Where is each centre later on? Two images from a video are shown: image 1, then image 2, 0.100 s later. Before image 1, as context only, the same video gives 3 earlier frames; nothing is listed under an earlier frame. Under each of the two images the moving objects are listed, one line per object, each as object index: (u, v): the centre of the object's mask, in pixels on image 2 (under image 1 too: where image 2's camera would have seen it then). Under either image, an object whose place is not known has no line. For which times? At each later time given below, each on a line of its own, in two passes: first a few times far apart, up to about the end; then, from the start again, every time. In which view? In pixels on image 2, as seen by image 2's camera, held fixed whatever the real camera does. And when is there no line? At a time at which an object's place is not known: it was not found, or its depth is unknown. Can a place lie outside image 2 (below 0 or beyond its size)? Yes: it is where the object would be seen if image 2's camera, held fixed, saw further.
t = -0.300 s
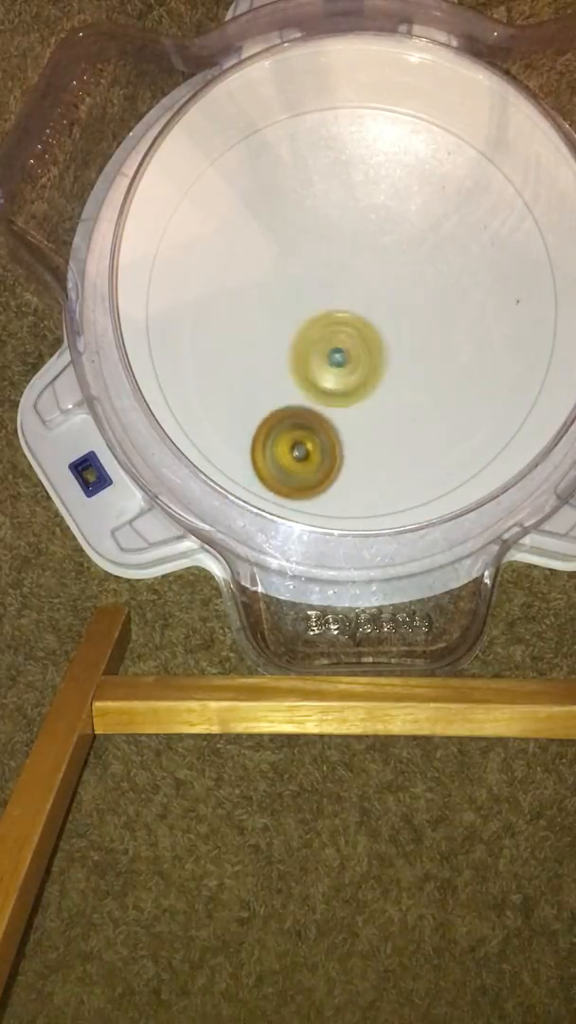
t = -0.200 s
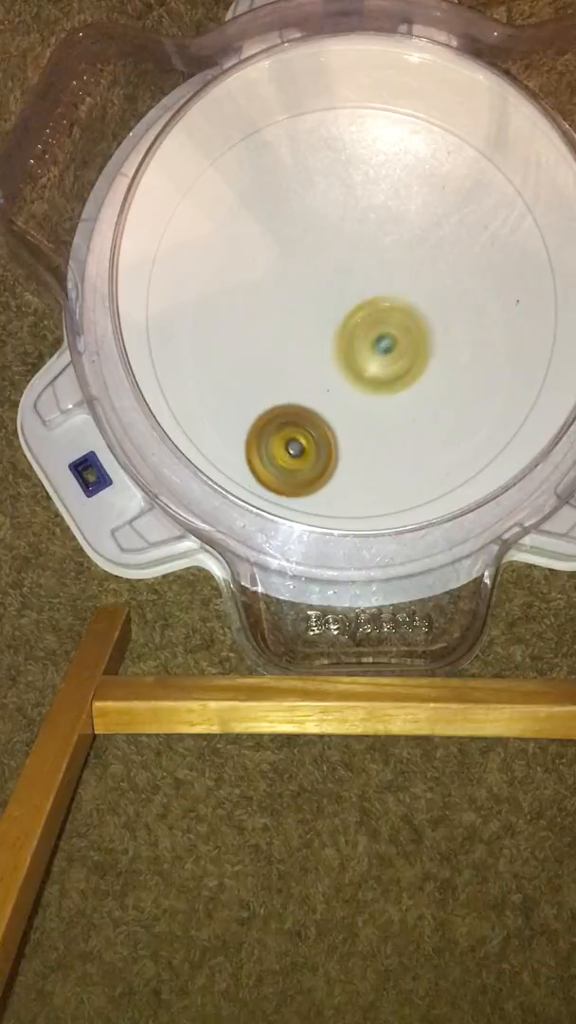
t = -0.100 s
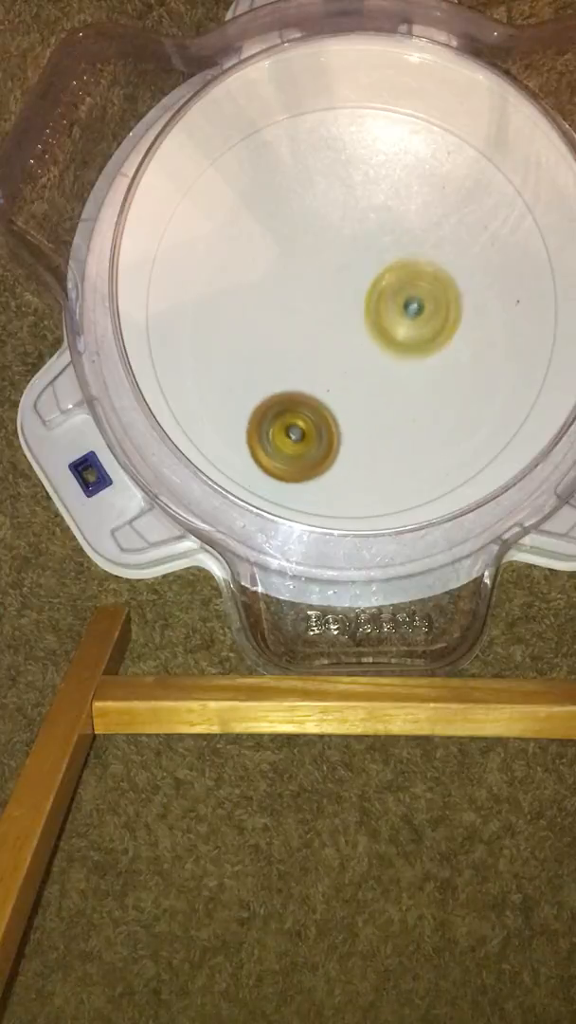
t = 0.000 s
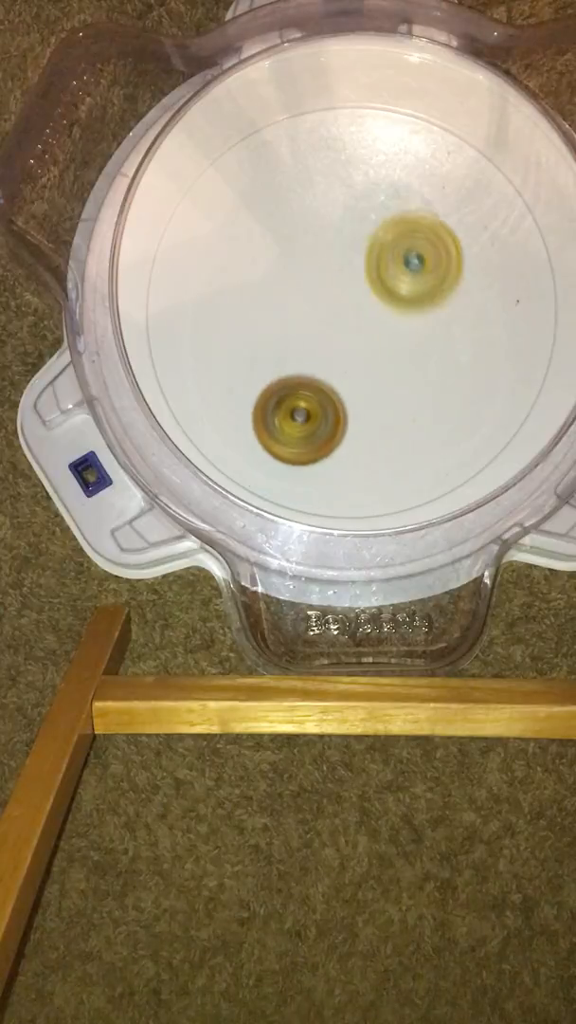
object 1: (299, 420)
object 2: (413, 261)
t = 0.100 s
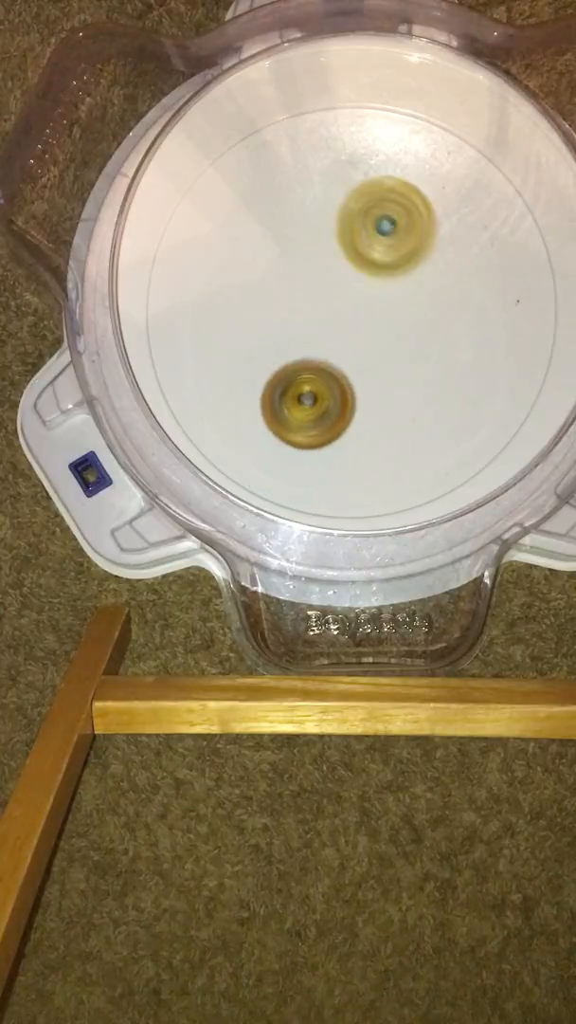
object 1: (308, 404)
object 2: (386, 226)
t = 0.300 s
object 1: (336, 357)
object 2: (306, 250)
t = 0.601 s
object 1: (435, 306)
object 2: (238, 319)
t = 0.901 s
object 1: (451, 284)
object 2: (362, 334)
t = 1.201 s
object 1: (452, 280)
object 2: (273, 290)
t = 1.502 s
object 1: (380, 301)
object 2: (269, 345)
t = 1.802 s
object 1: (369, 294)
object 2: (272, 384)
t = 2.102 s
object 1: (378, 283)
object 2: (311, 353)
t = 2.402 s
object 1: (391, 272)
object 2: (298, 323)
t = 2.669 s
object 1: (390, 273)
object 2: (298, 302)
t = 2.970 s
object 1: (395, 278)
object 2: (303, 302)
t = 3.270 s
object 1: (413, 281)
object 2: (309, 313)
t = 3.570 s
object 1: (421, 285)
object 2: (324, 325)
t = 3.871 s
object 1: (417, 288)
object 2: (325, 323)
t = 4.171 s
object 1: (410, 293)
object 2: (319, 332)
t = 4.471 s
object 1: (408, 301)
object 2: (313, 327)
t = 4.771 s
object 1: (405, 309)
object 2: (307, 319)
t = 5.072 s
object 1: (403, 311)
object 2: (295, 311)
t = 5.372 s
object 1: (405, 313)
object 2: (287, 311)
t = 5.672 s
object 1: (405, 314)
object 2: (307, 302)
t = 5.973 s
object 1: (404, 318)
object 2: (299, 285)
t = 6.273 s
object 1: (401, 322)
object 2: (310, 284)
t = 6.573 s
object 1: (412, 329)
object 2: (300, 268)
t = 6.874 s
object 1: (410, 331)
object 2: (295, 286)
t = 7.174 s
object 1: (406, 335)
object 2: (325, 295)
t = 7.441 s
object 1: (412, 339)
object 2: (332, 283)
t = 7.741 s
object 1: (407, 343)
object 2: (323, 271)
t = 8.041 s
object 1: (402, 353)
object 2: (325, 281)
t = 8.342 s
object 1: (418, 381)
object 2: (302, 275)
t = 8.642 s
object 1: (397, 373)
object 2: (311, 291)
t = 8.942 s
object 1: (374, 359)
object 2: (344, 273)
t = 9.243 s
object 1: (333, 351)
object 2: (371, 264)
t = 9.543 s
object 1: (307, 340)
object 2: (385, 293)
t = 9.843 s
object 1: (297, 333)
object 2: (397, 321)
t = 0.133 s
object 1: (311, 398)
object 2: (372, 222)
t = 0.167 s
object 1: (314, 392)
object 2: (357, 220)
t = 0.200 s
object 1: (318, 385)
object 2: (342, 223)
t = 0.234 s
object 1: (323, 378)
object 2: (327, 229)
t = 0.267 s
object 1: (329, 368)
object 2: (315, 237)
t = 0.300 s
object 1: (336, 357)
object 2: (306, 250)
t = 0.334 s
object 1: (346, 347)
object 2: (298, 261)
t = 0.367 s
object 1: (362, 345)
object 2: (280, 256)
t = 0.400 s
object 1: (379, 342)
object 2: (267, 254)
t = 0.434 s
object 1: (393, 337)
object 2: (256, 259)
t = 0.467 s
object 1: (404, 331)
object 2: (245, 269)
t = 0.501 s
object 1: (413, 325)
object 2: (239, 280)
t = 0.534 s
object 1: (422, 318)
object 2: (235, 292)
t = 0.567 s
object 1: (429, 312)
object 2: (235, 306)
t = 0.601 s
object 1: (435, 306)
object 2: (238, 319)
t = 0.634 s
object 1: (439, 301)
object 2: (246, 333)
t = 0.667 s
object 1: (443, 296)
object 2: (256, 343)
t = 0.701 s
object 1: (445, 293)
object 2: (270, 351)
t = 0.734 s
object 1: (446, 291)
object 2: (287, 356)
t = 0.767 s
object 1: (446, 290)
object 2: (304, 358)
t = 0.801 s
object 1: (447, 289)
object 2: (321, 356)
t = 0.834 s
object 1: (447, 287)
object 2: (340, 351)
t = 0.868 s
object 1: (446, 286)
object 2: (356, 344)
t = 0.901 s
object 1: (451, 284)
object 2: (362, 334)
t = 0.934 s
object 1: (455, 281)
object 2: (362, 326)
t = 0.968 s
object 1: (455, 279)
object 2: (362, 317)
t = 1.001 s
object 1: (458, 278)
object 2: (351, 306)
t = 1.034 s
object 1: (465, 277)
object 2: (335, 298)
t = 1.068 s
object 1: (465, 277)
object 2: (321, 292)
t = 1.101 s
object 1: (463, 277)
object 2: (309, 289)
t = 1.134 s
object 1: (460, 278)
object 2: (296, 287)
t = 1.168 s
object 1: (456, 279)
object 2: (284, 287)
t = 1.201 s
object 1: (452, 280)
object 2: (273, 290)
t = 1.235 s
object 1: (448, 281)
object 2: (264, 294)
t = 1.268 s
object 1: (444, 283)
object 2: (256, 299)
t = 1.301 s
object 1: (439, 284)
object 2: (250, 305)
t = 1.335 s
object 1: (433, 286)
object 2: (247, 312)
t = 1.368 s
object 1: (427, 289)
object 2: (246, 320)
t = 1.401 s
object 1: (418, 292)
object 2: (248, 327)
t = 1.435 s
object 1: (407, 295)
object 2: (253, 335)
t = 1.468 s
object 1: (395, 298)
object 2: (260, 341)
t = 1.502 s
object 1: (380, 301)
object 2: (269, 345)
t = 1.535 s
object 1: (367, 303)
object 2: (277, 347)
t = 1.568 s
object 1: (373, 298)
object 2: (257, 356)
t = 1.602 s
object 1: (377, 293)
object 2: (247, 362)
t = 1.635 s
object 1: (378, 291)
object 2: (243, 368)
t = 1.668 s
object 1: (376, 291)
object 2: (245, 373)
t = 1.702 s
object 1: (375, 291)
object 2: (249, 378)
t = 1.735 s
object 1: (373, 292)
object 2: (255, 382)
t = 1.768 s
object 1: (371, 293)
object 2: (263, 384)
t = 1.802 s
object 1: (369, 294)
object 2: (272, 384)
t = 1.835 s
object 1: (367, 295)
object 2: (283, 381)
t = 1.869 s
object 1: (366, 297)
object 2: (294, 376)
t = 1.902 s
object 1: (366, 296)
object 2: (302, 371)
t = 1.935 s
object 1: (372, 290)
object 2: (301, 371)
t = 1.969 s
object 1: (374, 288)
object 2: (304, 369)
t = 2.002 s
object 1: (373, 288)
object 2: (308, 363)
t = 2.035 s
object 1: (375, 287)
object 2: (310, 360)
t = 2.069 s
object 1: (376, 284)
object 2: (311, 357)
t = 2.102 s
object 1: (378, 283)
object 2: (311, 353)
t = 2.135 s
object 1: (381, 280)
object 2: (308, 351)
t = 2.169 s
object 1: (383, 279)
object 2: (307, 348)
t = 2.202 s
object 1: (385, 278)
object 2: (306, 344)
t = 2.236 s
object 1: (386, 277)
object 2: (306, 341)
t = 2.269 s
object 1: (387, 276)
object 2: (306, 337)
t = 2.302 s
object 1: (388, 276)
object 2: (306, 332)
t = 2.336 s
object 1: (390, 274)
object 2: (304, 328)
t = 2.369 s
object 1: (390, 273)
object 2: (301, 326)
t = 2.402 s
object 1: (391, 272)
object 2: (298, 323)
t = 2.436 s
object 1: (391, 272)
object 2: (296, 320)
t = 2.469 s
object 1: (391, 272)
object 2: (294, 317)
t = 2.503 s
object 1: (391, 273)
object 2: (293, 315)
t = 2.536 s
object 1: (391, 273)
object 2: (293, 312)
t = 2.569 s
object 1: (391, 273)
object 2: (294, 309)
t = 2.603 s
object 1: (390, 273)
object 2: (295, 307)
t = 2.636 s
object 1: (390, 273)
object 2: (297, 304)
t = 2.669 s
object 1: (390, 273)
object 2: (298, 302)
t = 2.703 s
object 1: (393, 271)
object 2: (296, 300)
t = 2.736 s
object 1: (394, 269)
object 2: (293, 299)
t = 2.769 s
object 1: (394, 271)
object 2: (291, 299)
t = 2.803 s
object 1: (394, 272)
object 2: (290, 300)
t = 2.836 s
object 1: (394, 273)
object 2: (290, 301)
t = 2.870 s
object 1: (394, 274)
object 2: (292, 302)
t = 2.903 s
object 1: (394, 275)
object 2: (296, 302)
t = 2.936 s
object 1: (395, 277)
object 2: (300, 302)
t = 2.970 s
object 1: (395, 278)
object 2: (303, 302)
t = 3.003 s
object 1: (398, 277)
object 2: (304, 302)
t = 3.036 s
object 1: (399, 277)
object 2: (305, 303)
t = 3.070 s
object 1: (401, 277)
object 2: (305, 304)
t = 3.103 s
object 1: (402, 279)
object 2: (306, 305)
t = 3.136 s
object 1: (404, 280)
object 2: (309, 306)
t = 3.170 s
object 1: (406, 281)
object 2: (312, 306)
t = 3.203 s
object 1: (409, 281)
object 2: (311, 308)
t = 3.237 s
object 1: (412, 280)
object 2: (309, 310)
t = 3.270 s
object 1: (413, 281)
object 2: (309, 313)
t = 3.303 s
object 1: (415, 282)
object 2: (310, 316)
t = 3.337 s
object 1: (416, 282)
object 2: (312, 318)
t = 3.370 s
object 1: (416, 283)
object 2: (316, 319)
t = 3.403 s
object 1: (416, 284)
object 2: (319, 320)
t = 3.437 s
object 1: (417, 284)
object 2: (323, 321)
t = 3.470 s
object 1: (420, 283)
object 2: (323, 322)
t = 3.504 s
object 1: (421, 282)
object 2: (323, 324)
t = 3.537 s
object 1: (421, 284)
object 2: (323, 325)
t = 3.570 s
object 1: (421, 285)
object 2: (324, 325)
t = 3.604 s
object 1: (421, 286)
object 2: (325, 325)
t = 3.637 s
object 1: (420, 286)
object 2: (327, 326)
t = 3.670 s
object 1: (420, 286)
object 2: (329, 325)
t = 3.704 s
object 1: (420, 285)
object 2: (329, 325)
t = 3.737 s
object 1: (420, 285)
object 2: (327, 325)
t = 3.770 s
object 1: (418, 287)
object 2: (326, 325)
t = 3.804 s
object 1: (418, 287)
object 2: (325, 324)
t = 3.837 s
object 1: (417, 288)
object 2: (325, 323)
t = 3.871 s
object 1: (417, 288)
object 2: (325, 323)
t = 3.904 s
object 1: (416, 288)
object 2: (323, 323)
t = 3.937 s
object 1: (415, 288)
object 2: (321, 324)
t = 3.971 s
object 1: (414, 287)
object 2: (319, 326)
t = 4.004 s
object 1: (413, 289)
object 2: (318, 328)
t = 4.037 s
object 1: (413, 290)
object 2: (318, 329)
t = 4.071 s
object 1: (413, 291)
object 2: (318, 329)
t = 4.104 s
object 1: (411, 293)
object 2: (318, 330)
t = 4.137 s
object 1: (410, 294)
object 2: (319, 331)
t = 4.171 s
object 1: (410, 293)
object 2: (319, 332)
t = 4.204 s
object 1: (410, 294)
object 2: (318, 332)
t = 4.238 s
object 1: (410, 294)
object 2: (315, 332)
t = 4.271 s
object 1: (408, 295)
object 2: (313, 332)
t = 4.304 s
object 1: (408, 297)
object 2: (312, 333)
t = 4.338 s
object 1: (409, 298)
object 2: (312, 332)
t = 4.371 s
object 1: (408, 299)
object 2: (312, 331)
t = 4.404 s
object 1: (407, 301)
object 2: (313, 330)
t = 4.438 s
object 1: (407, 302)
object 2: (314, 329)
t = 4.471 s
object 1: (408, 301)
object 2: (313, 327)
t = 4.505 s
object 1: (406, 302)
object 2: (313, 325)
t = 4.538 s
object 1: (407, 303)
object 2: (310, 324)
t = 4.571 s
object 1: (407, 302)
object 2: (306, 323)
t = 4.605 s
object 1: (406, 303)
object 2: (305, 323)
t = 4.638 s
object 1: (406, 305)
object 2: (304, 322)
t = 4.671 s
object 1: (406, 306)
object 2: (303, 321)
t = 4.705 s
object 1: (406, 307)
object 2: (303, 321)
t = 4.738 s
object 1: (405, 307)
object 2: (304, 320)
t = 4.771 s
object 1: (405, 309)
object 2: (307, 319)
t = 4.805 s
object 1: (405, 310)
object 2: (308, 316)
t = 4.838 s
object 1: (405, 309)
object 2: (307, 315)
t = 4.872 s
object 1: (404, 308)
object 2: (307, 314)
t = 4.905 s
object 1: (407, 308)
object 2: (302, 312)
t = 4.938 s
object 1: (405, 308)
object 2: (299, 311)
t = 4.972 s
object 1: (404, 309)
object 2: (295, 311)
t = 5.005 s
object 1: (405, 310)
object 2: (294, 311)
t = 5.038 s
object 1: (405, 310)
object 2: (295, 312)
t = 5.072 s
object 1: (403, 311)
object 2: (295, 311)
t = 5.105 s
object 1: (402, 312)
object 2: (296, 312)
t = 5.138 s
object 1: (402, 312)
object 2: (299, 312)
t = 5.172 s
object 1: (401, 313)
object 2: (304, 312)
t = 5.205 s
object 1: (404, 313)
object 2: (300, 310)
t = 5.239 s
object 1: (409, 312)
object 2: (294, 308)
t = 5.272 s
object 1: (409, 310)
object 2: (290, 310)
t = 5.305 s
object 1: (406, 311)
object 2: (289, 310)
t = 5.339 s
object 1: (405, 312)
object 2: (288, 310)
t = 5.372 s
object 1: (405, 313)
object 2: (287, 311)
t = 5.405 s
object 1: (405, 314)
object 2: (289, 313)
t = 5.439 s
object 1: (404, 314)
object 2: (293, 313)
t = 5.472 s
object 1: (403, 315)
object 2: (296, 312)
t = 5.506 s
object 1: (402, 316)
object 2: (300, 312)
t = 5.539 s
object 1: (401, 317)
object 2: (306, 312)
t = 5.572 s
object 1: (403, 316)
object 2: (307, 310)
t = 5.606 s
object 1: (405, 314)
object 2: (307, 307)
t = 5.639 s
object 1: (404, 314)
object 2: (308, 305)
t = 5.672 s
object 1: (405, 314)
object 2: (307, 302)
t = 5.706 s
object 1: (404, 314)
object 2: (306, 299)
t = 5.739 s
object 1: (404, 315)
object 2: (306, 297)
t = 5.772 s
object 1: (404, 317)
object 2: (307, 296)
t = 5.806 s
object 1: (404, 317)
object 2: (309, 293)
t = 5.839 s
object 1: (403, 317)
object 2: (309, 291)
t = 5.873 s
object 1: (407, 317)
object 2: (305, 289)
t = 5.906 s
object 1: (407, 316)
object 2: (304, 287)
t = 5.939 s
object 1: (405, 316)
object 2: (300, 285)
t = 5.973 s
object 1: (404, 318)
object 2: (299, 285)
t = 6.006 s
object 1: (405, 319)
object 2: (299, 285)
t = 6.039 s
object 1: (404, 318)
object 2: (299, 284)
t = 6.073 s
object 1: (403, 318)
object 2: (299, 285)
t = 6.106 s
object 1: (402, 320)
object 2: (302, 287)
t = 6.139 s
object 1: (401, 320)
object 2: (306, 287)
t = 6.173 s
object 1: (400, 320)
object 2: (308, 288)
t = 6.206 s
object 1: (402, 322)
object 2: (309, 287)
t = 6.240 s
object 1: (403, 321)
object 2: (310, 285)
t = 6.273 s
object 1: (401, 322)
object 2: (310, 284)
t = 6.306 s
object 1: (400, 324)
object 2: (312, 285)
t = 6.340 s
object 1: (400, 325)
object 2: (315, 285)
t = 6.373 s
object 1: (400, 325)
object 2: (316, 284)
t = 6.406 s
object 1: (401, 325)
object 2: (318, 284)
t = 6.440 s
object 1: (403, 325)
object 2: (319, 282)
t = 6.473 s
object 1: (404, 324)
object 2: (319, 280)
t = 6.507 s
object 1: (408, 327)
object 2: (311, 274)
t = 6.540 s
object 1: (410, 328)
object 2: (306, 271)
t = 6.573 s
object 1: (412, 329)
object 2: (300, 268)
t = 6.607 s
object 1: (412, 330)
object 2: (295, 268)
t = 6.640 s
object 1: (412, 330)
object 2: (292, 268)
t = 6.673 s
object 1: (413, 331)
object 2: (288, 268)
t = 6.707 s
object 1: (413, 331)
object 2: (286, 270)
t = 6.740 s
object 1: (413, 330)
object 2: (286, 273)
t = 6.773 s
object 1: (413, 331)
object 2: (286, 275)
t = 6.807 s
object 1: (412, 331)
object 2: (288, 280)
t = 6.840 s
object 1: (411, 330)
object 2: (292, 283)
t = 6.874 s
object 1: (410, 331)
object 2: (295, 286)
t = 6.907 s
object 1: (408, 330)
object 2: (301, 291)
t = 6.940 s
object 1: (407, 330)
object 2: (308, 293)
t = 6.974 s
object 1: (405, 331)
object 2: (314, 296)
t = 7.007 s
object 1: (409, 331)
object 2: (314, 295)
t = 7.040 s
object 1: (412, 331)
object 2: (316, 294)
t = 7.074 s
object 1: (410, 331)
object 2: (317, 295)
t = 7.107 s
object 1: (407, 332)
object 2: (320, 296)
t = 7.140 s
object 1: (407, 334)
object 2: (323, 295)
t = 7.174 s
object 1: (406, 335)
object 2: (325, 295)
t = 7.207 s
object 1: (407, 334)
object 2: (327, 294)
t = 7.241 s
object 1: (407, 334)
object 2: (328, 291)
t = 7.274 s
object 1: (408, 334)
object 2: (328, 290)
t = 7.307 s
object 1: (412, 335)
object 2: (329, 287)
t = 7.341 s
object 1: (413, 336)
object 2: (329, 286)
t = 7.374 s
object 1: (413, 336)
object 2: (330, 285)
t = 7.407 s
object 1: (413, 338)
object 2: (331, 283)
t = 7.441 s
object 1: (412, 339)
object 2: (332, 283)
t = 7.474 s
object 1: (413, 340)
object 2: (334, 281)
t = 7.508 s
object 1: (415, 341)
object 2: (331, 277)
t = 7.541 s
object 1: (415, 340)
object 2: (330, 275)
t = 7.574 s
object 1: (413, 340)
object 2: (328, 271)
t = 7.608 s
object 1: (411, 341)
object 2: (325, 270)
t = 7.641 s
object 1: (411, 342)
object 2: (325, 270)
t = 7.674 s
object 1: (410, 342)
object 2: (323, 269)
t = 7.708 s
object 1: (409, 342)
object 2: (323, 271)
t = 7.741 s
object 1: (407, 343)
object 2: (323, 271)
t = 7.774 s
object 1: (405, 342)
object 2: (323, 274)
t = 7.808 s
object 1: (404, 343)
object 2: (326, 276)
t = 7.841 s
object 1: (401, 343)
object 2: (327, 278)
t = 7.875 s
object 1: (399, 342)
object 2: (330, 282)
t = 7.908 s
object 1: (397, 343)
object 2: (331, 283)
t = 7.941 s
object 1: (401, 348)
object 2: (325, 279)
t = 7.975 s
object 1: (404, 352)
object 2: (324, 276)
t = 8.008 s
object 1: (403, 353)
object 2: (323, 278)
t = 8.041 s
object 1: (402, 353)
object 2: (325, 281)
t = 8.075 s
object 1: (399, 354)
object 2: (325, 283)
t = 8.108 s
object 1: (399, 356)
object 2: (328, 288)
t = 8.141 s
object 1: (398, 357)
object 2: (329, 289)
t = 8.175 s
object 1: (398, 358)
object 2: (331, 293)
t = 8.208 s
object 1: (405, 365)
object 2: (323, 284)
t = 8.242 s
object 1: (413, 373)
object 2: (314, 280)
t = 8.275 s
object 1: (417, 378)
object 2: (311, 277)
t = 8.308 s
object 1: (419, 380)
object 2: (304, 276)
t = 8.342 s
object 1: (418, 381)
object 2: (302, 275)
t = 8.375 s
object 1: (418, 380)
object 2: (298, 274)
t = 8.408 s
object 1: (415, 380)
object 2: (297, 275)
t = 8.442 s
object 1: (412, 380)
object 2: (294, 276)
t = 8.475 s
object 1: (410, 381)
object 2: (296, 279)
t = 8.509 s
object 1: (408, 381)
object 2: (296, 280)
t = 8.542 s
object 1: (405, 382)
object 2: (300, 285)
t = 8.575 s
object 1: (405, 380)
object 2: (302, 286)
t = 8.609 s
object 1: (401, 378)
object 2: (307, 290)
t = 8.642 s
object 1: (397, 373)
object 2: (311, 291)
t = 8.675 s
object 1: (391, 367)
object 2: (317, 296)
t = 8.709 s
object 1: (386, 361)
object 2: (320, 293)
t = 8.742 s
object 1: (386, 360)
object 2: (320, 286)
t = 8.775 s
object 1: (386, 359)
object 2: (324, 281)
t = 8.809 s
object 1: (383, 358)
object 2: (327, 281)
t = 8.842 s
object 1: (381, 359)
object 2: (331, 277)
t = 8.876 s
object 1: (378, 359)
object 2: (335, 277)
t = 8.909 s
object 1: (377, 359)
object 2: (339, 274)
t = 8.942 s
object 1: (374, 359)
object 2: (344, 273)
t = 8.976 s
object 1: (370, 360)
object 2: (348, 270)
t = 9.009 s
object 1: (366, 359)
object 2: (352, 268)
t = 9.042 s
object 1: (361, 359)
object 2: (355, 265)
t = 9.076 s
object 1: (357, 358)
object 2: (359, 263)
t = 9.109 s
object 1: (352, 357)
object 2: (361, 262)
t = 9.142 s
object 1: (348, 356)
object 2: (365, 262)
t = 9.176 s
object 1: (342, 355)
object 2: (366, 262)
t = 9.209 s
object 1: (338, 353)
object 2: (370, 262)
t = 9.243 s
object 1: (333, 351)
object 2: (371, 264)
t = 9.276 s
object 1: (329, 350)
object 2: (374, 265)
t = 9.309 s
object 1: (325, 347)
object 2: (375, 268)
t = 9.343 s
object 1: (320, 347)
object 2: (377, 270)
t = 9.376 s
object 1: (317, 344)
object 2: (378, 275)
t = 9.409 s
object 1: (313, 344)
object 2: (379, 278)
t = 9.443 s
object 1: (311, 342)
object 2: (381, 283)
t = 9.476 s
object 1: (309, 342)
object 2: (383, 285)
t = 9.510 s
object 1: (308, 341)
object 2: (385, 291)
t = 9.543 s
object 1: (307, 340)
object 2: (385, 293)
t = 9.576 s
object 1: (305, 341)
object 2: (388, 297)
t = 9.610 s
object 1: (301, 342)
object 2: (389, 300)
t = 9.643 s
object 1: (297, 342)
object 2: (393, 304)
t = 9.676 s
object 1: (295, 342)
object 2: (393, 307)
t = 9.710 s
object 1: (294, 341)
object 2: (396, 310)
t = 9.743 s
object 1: (294, 341)
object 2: (395, 314)
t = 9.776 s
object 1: (297, 340)
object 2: (395, 315)
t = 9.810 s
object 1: (299, 336)
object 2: (395, 320)
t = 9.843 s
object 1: (297, 333)
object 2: (397, 321)
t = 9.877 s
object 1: (294, 330)
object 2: (399, 325)
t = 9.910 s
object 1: (291, 328)
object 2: (399, 326)
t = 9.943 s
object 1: (290, 328)
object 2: (402, 327)
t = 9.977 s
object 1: (291, 327)
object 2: (400, 329)
